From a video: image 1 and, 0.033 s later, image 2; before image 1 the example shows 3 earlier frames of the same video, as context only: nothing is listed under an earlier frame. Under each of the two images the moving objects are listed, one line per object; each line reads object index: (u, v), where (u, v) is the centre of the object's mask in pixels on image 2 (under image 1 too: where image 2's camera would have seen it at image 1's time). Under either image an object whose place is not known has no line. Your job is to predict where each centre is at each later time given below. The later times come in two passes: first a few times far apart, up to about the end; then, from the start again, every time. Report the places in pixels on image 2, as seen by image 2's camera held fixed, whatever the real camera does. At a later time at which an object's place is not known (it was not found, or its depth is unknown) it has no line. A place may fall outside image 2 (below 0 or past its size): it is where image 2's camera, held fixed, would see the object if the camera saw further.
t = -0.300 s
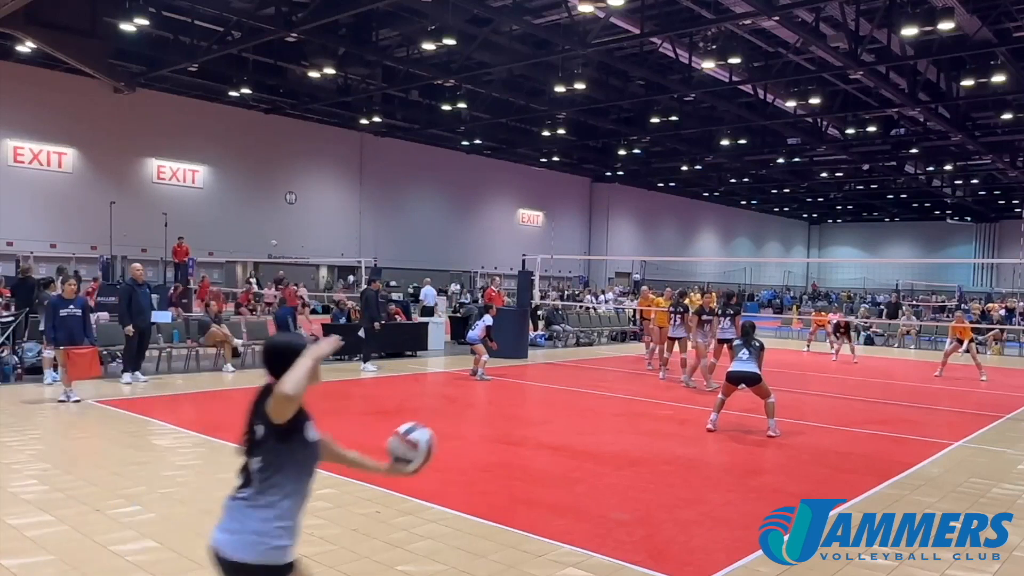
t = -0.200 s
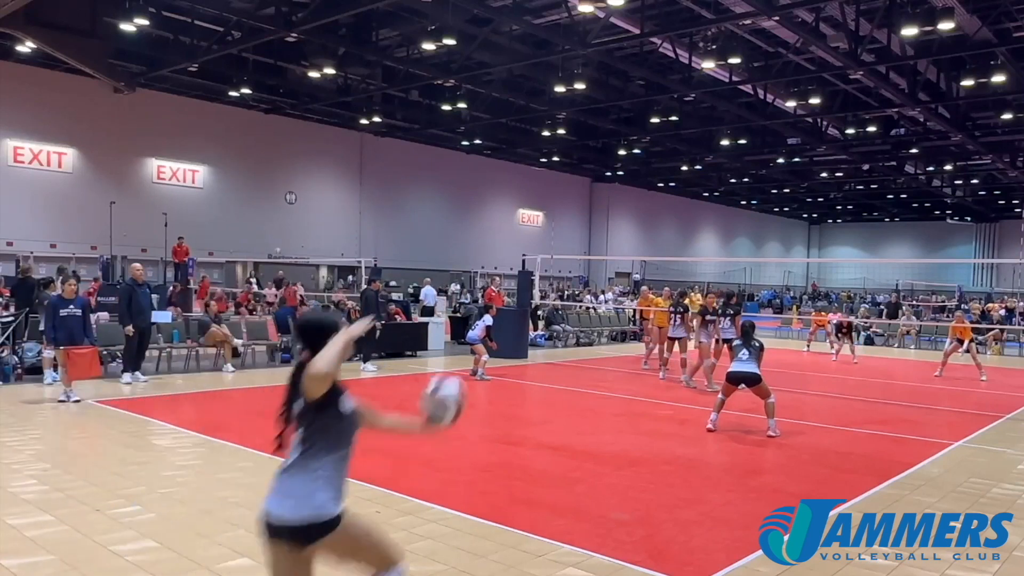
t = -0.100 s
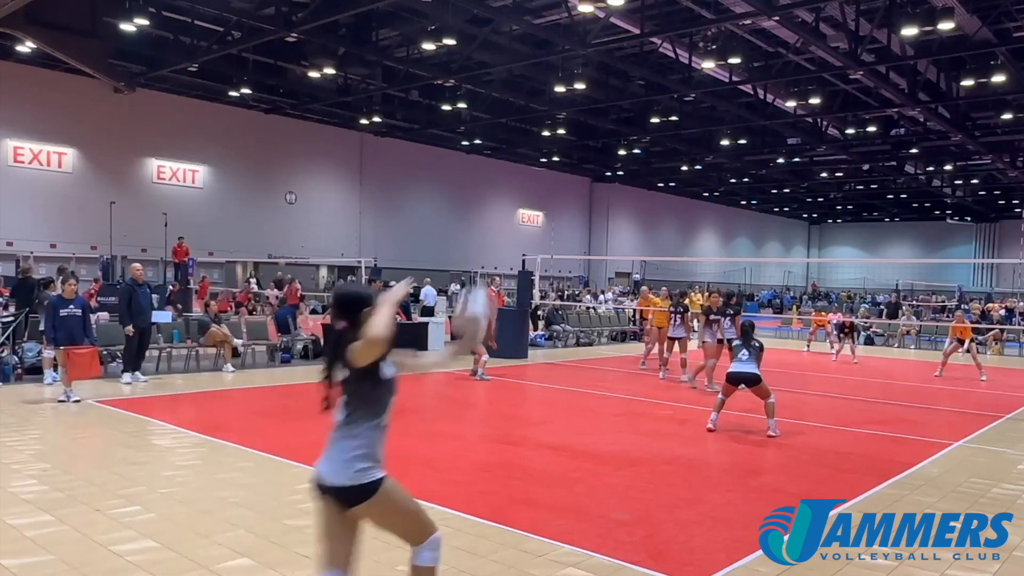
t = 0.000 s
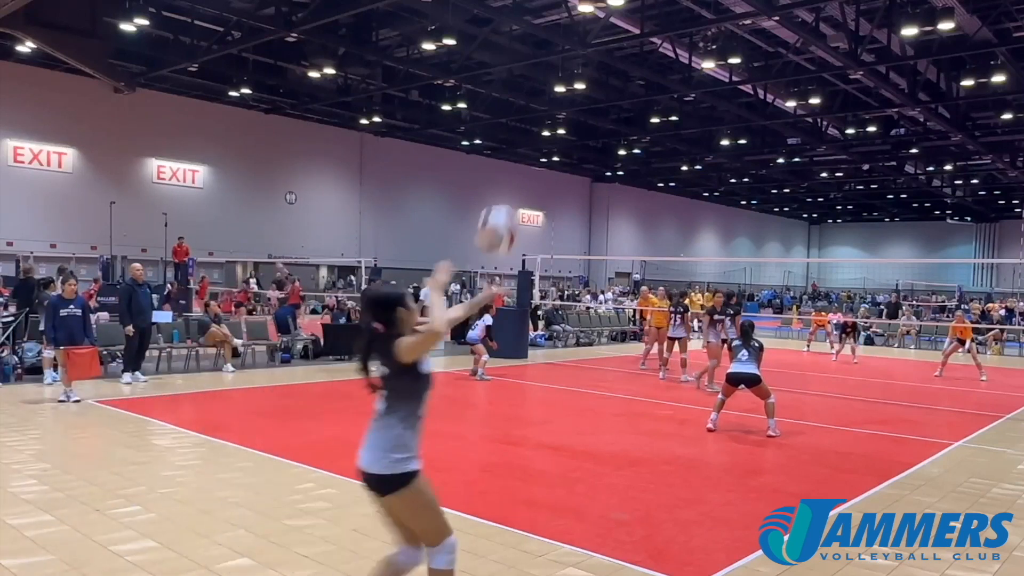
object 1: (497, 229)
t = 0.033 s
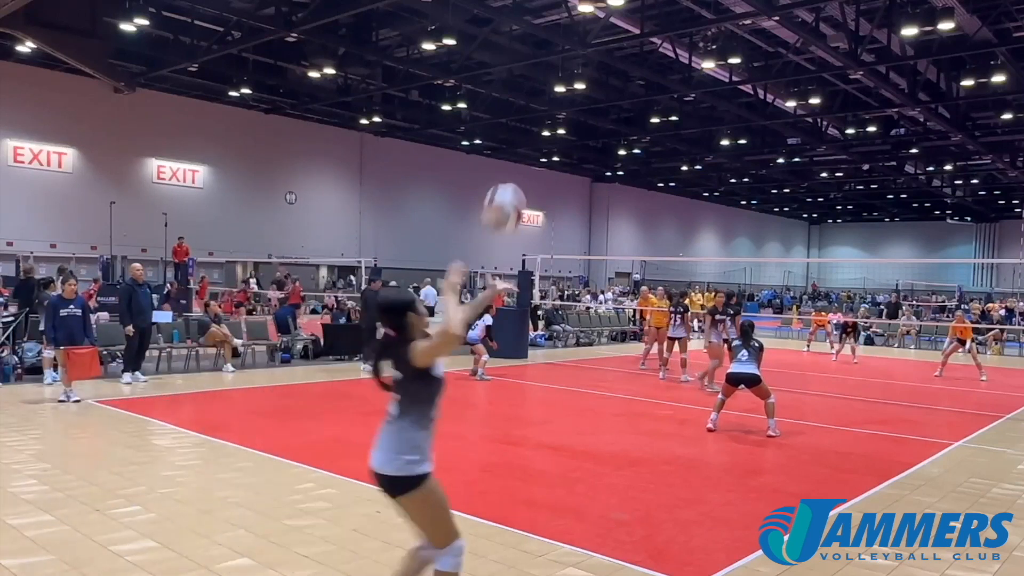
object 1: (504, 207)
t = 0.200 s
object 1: (535, 138)
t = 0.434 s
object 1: (572, 132)
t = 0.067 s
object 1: (511, 187)
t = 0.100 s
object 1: (517, 172)
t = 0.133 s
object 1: (524, 158)
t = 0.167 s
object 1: (530, 147)
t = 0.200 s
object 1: (535, 138)
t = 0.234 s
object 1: (541, 131)
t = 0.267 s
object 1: (547, 126)
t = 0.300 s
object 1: (552, 123)
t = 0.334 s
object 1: (557, 123)
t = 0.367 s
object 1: (562, 124)
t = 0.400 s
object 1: (567, 127)
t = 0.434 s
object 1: (572, 132)
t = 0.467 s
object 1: (576, 139)
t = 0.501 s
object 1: (581, 147)
